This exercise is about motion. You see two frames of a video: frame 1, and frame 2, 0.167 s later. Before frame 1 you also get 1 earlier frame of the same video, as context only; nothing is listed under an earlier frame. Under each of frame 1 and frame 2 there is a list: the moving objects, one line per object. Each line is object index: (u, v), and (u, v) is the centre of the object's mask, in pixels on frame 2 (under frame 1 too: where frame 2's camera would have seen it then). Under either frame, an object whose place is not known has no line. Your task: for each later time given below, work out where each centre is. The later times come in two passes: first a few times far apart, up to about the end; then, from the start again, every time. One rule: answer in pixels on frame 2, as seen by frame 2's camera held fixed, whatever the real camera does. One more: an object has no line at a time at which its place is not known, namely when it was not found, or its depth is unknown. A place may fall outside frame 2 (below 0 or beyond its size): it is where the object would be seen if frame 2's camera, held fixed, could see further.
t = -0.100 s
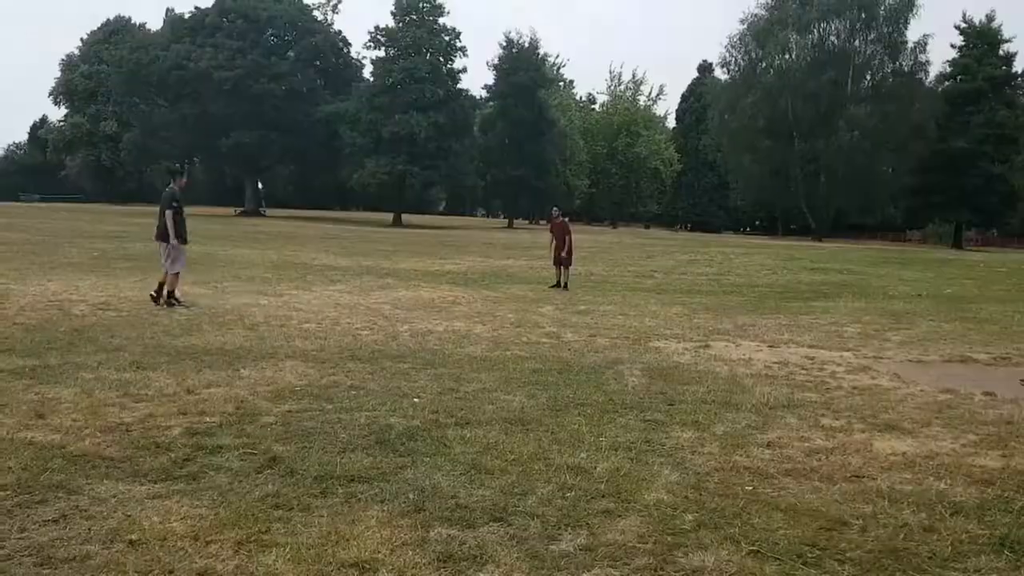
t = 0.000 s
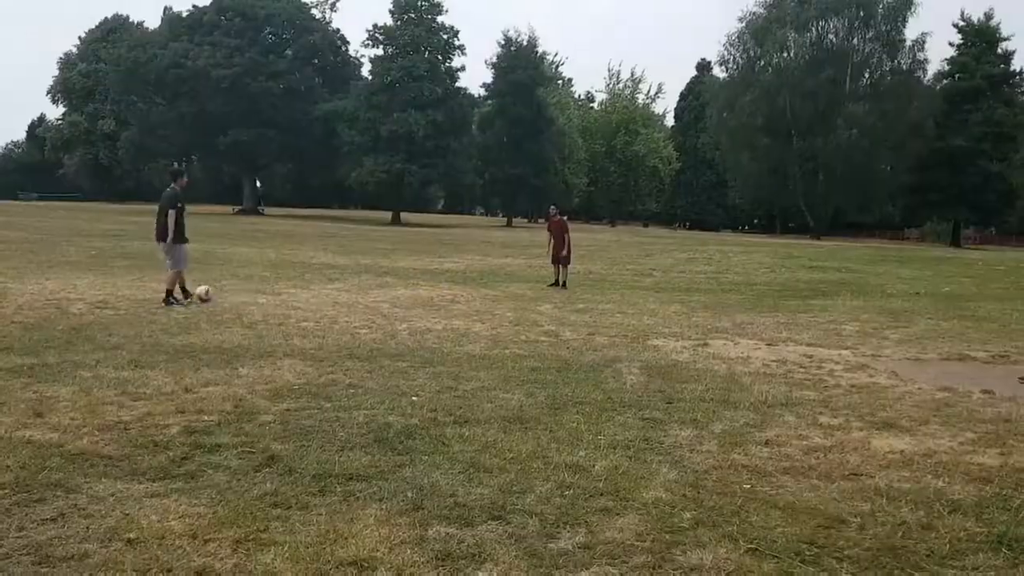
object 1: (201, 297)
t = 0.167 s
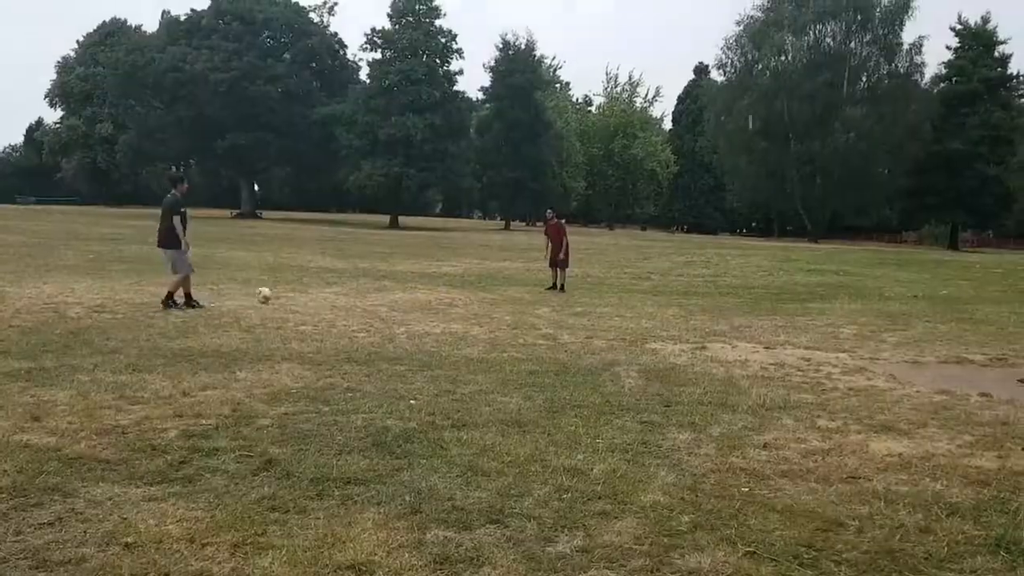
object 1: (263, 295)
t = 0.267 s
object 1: (292, 294)
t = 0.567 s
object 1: (357, 293)
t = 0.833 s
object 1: (407, 287)
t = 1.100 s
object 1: (450, 283)
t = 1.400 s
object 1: (494, 287)
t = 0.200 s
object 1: (274, 296)
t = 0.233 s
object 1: (282, 295)
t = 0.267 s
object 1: (292, 294)
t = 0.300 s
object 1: (302, 294)
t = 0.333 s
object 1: (309, 294)
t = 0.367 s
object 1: (316, 293)
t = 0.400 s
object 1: (324, 291)
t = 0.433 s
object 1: (331, 290)
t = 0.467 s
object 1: (337, 291)
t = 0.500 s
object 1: (345, 292)
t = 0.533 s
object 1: (351, 293)
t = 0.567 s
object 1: (357, 293)
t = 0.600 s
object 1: (365, 291)
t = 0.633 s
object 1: (371, 291)
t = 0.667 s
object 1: (376, 292)
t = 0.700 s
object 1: (383, 292)
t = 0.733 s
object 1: (389, 291)
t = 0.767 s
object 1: (395, 288)
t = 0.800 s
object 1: (401, 287)
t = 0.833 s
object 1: (407, 287)
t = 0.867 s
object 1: (413, 287)
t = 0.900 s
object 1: (418, 288)
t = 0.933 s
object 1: (424, 290)
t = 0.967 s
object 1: (429, 289)
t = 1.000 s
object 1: (435, 286)
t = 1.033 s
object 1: (440, 285)
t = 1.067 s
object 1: (445, 284)
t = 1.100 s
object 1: (450, 283)
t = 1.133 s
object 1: (455, 285)
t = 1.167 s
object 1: (460, 287)
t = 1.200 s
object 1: (465, 289)
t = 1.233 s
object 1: (470, 289)
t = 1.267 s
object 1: (475, 288)
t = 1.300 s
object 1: (479, 286)
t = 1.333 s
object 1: (484, 286)
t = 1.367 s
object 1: (489, 286)
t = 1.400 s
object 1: (494, 287)
